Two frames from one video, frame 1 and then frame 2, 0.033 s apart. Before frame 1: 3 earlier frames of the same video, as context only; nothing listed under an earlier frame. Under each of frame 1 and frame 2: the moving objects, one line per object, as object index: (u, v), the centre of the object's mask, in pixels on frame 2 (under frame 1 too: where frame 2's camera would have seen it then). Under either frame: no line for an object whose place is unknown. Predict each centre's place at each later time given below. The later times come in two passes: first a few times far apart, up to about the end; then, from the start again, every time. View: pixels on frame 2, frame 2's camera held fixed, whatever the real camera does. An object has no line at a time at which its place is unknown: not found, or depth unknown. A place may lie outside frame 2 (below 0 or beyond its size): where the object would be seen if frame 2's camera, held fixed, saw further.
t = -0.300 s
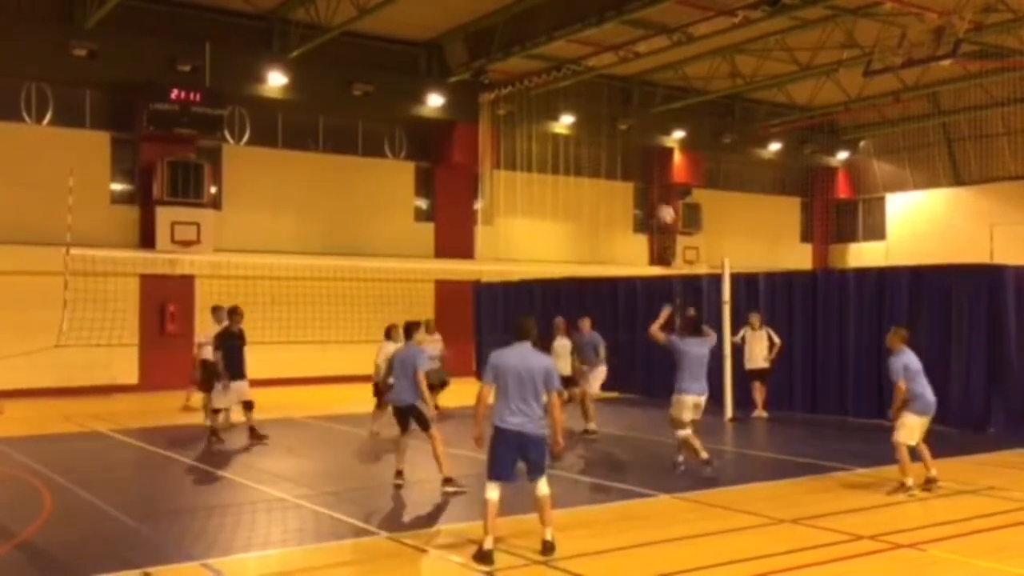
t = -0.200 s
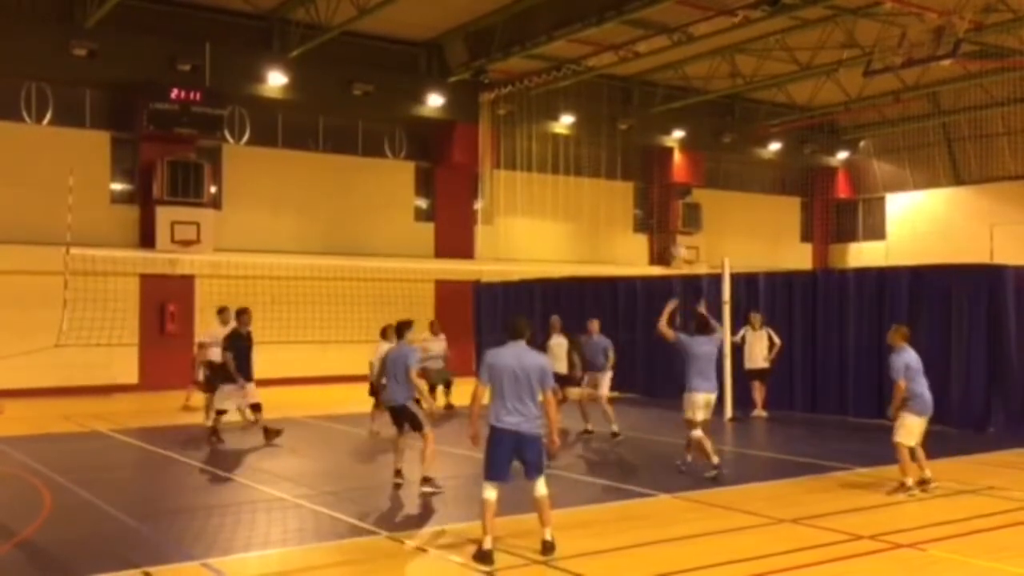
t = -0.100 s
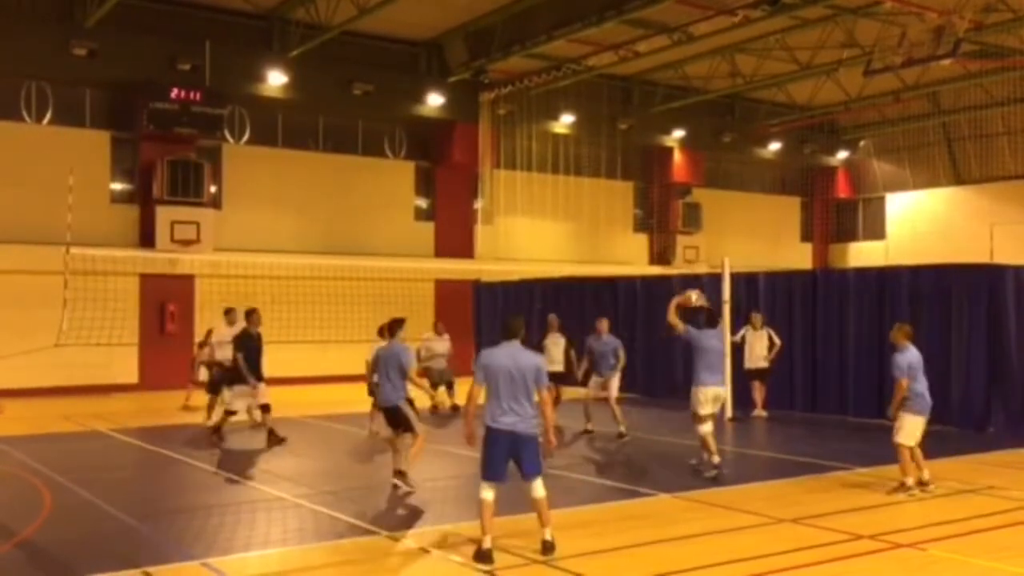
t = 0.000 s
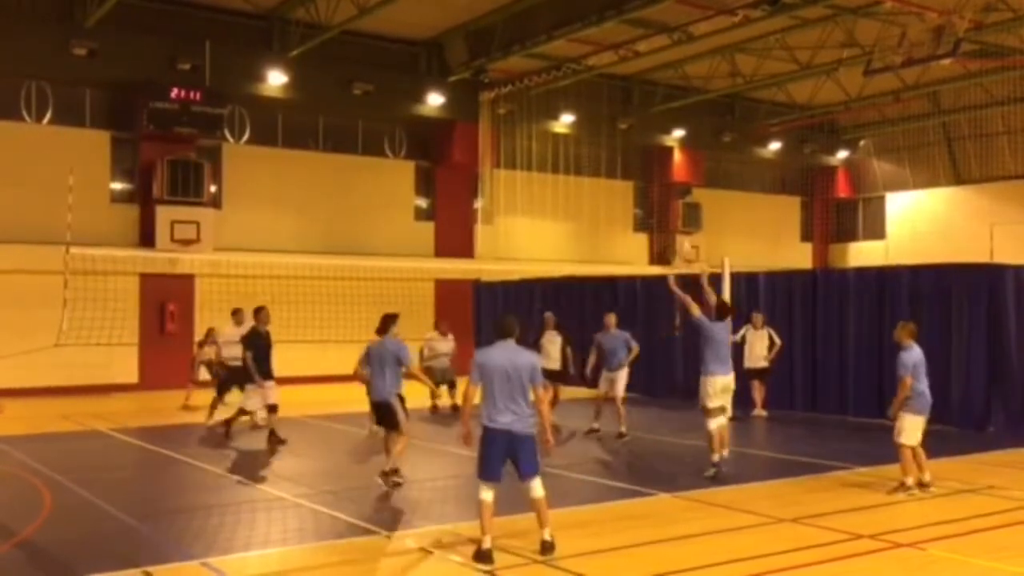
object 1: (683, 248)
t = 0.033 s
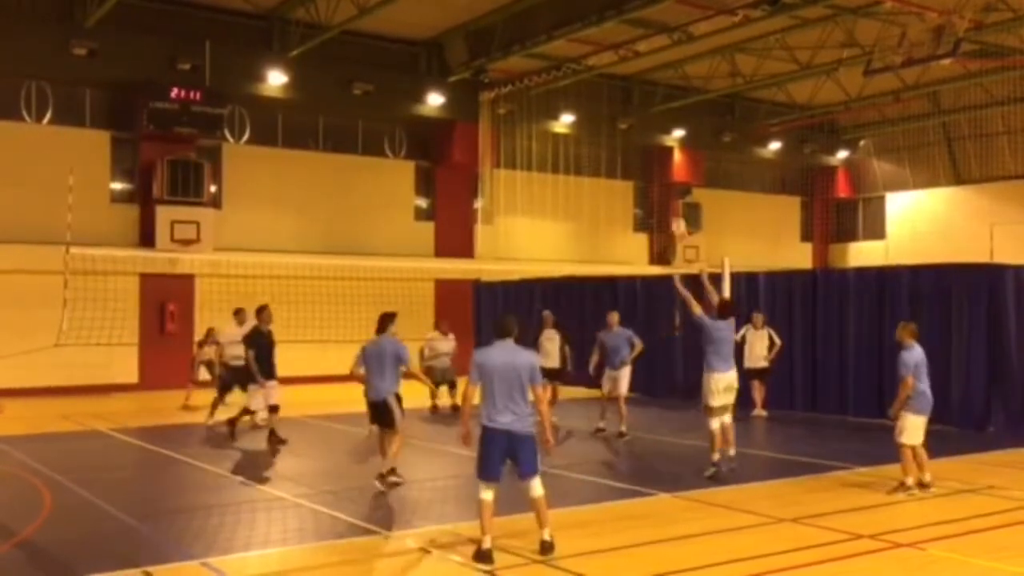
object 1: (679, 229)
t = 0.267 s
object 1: (648, 132)
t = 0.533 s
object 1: (618, 88)
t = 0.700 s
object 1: (601, 90)
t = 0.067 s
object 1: (674, 211)
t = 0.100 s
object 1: (669, 195)
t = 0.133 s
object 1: (665, 180)
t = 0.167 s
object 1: (661, 167)
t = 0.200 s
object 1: (656, 154)
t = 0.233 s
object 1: (652, 143)
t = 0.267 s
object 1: (648, 132)
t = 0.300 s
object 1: (644, 123)
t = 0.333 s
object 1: (639, 116)
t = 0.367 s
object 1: (636, 108)
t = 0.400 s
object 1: (632, 103)
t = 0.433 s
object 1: (628, 98)
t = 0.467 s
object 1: (624, 93)
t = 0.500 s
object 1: (621, 91)
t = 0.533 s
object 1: (618, 88)
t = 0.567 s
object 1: (614, 87)
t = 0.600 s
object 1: (611, 87)
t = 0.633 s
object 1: (607, 87)
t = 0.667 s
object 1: (604, 88)
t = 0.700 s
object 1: (601, 90)
